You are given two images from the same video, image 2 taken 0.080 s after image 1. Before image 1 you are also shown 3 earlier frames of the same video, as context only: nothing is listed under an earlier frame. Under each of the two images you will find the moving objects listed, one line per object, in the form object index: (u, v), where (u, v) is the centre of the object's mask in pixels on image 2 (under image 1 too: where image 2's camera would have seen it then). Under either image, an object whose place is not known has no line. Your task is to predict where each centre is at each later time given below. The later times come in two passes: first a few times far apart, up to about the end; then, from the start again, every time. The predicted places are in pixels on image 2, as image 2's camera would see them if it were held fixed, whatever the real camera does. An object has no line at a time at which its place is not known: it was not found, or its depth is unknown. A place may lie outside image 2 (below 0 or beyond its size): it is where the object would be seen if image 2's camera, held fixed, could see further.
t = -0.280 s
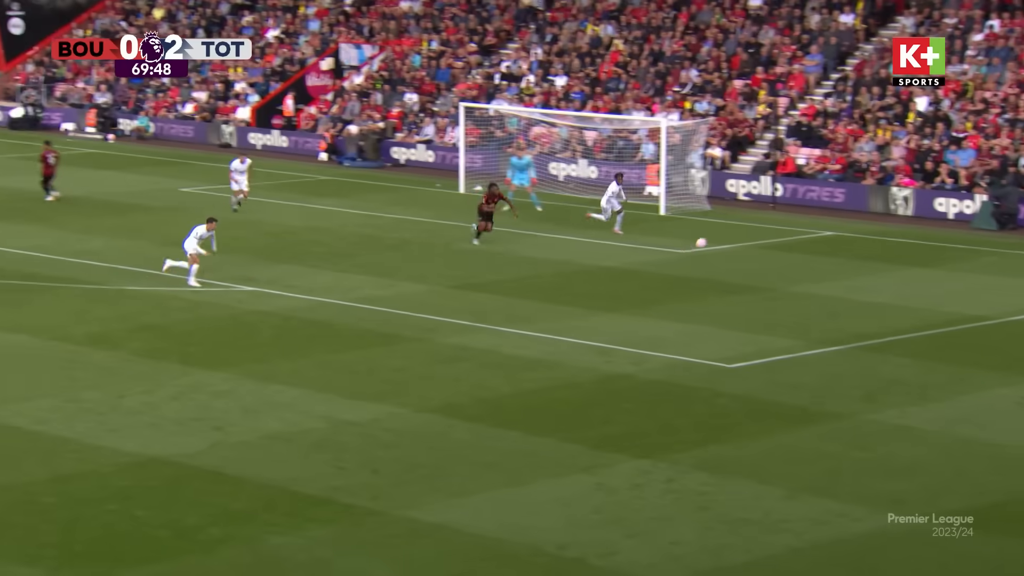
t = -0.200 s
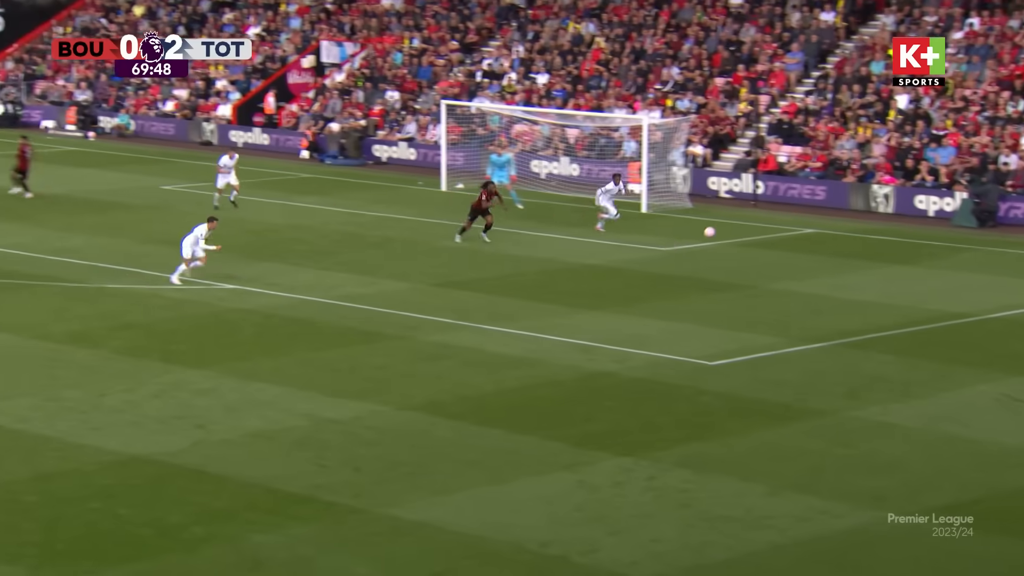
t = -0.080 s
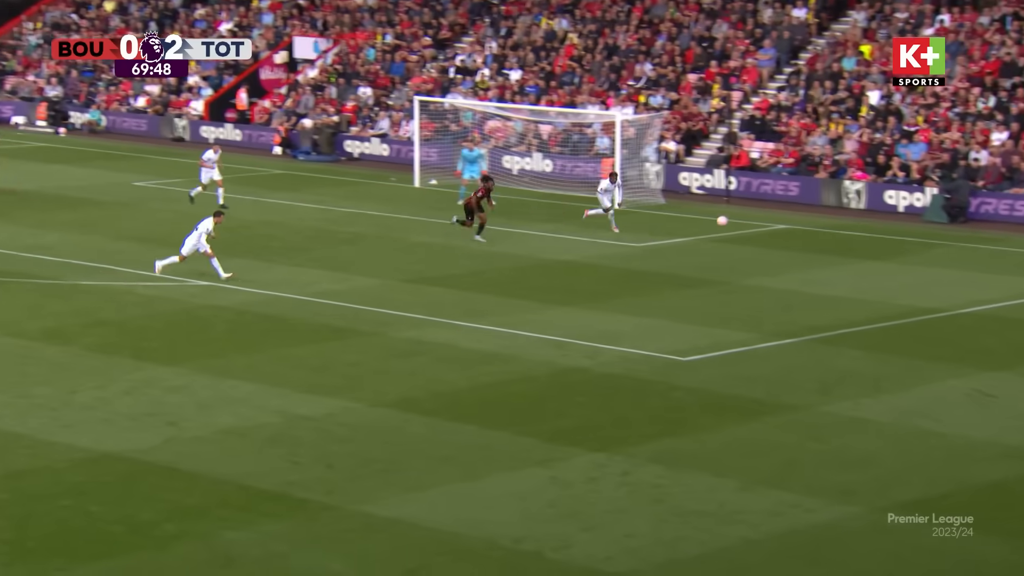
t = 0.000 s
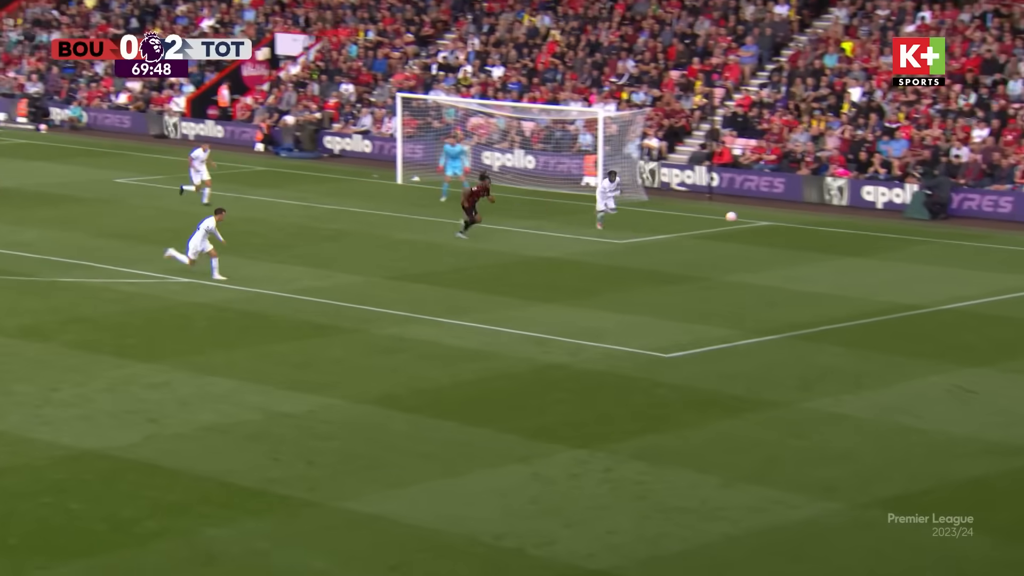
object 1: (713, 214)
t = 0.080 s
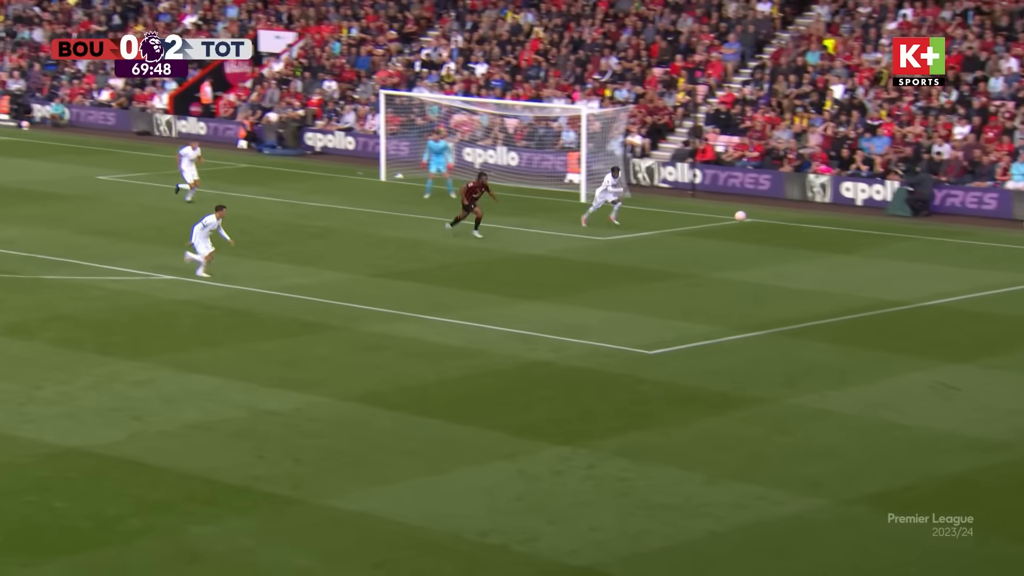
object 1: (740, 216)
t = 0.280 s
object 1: (805, 236)
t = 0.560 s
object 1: (897, 284)
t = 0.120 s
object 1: (753, 218)
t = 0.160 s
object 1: (765, 221)
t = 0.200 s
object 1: (779, 225)
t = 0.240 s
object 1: (792, 230)
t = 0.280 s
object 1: (805, 236)
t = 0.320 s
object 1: (818, 242)
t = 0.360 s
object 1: (831, 249)
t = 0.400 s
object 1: (845, 256)
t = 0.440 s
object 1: (858, 265)
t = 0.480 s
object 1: (871, 275)
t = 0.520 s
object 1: (884, 285)
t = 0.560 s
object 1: (897, 284)
